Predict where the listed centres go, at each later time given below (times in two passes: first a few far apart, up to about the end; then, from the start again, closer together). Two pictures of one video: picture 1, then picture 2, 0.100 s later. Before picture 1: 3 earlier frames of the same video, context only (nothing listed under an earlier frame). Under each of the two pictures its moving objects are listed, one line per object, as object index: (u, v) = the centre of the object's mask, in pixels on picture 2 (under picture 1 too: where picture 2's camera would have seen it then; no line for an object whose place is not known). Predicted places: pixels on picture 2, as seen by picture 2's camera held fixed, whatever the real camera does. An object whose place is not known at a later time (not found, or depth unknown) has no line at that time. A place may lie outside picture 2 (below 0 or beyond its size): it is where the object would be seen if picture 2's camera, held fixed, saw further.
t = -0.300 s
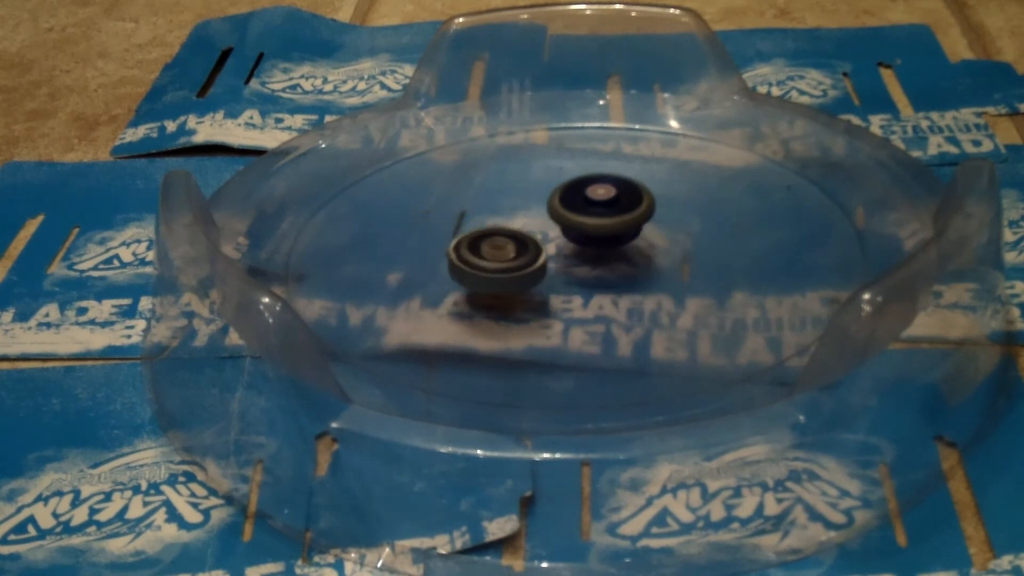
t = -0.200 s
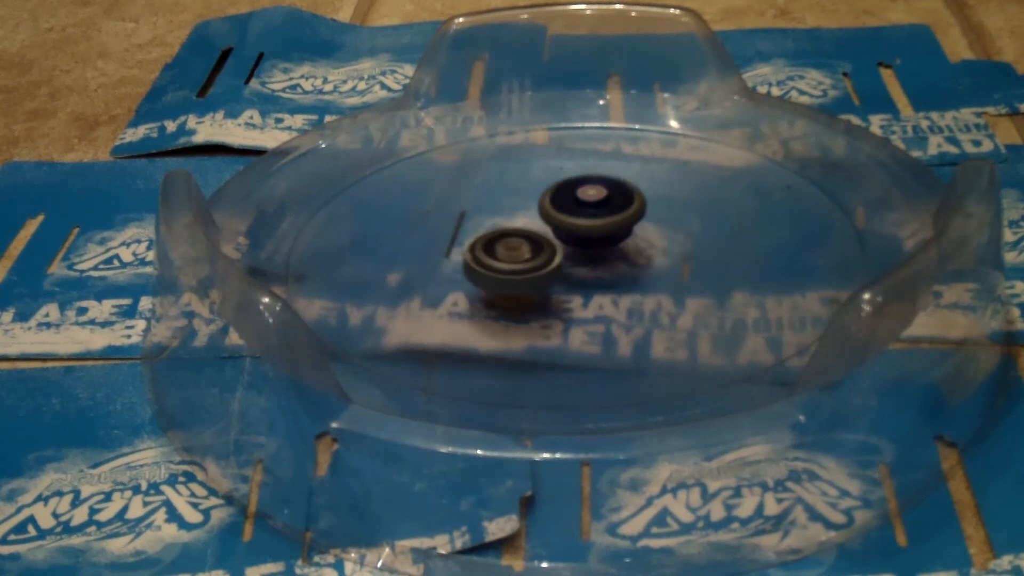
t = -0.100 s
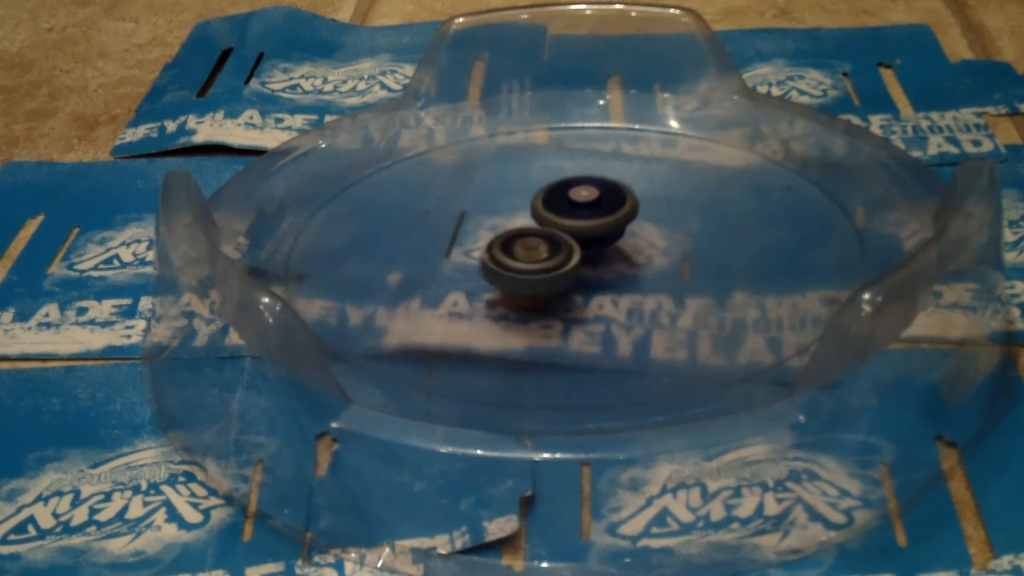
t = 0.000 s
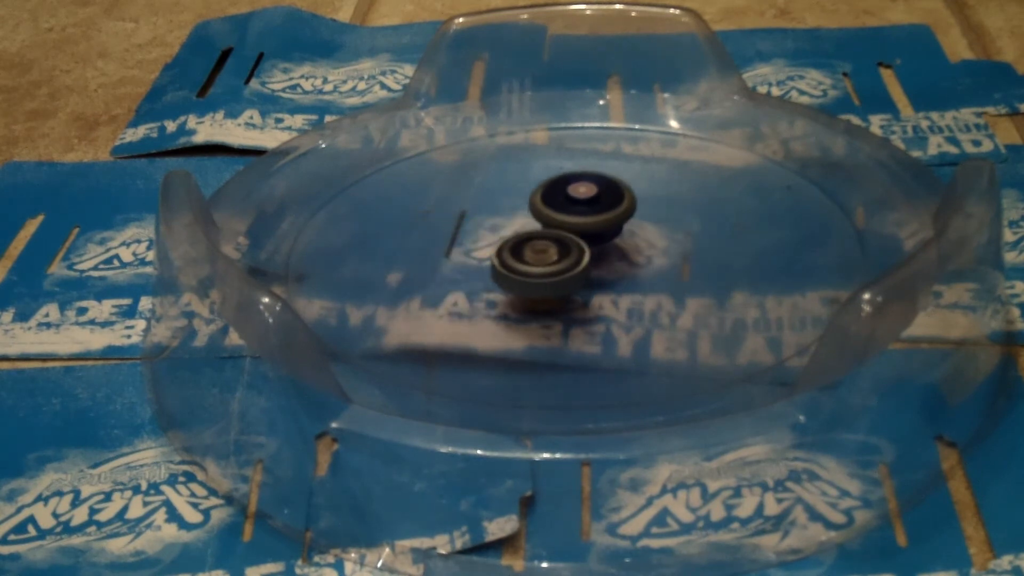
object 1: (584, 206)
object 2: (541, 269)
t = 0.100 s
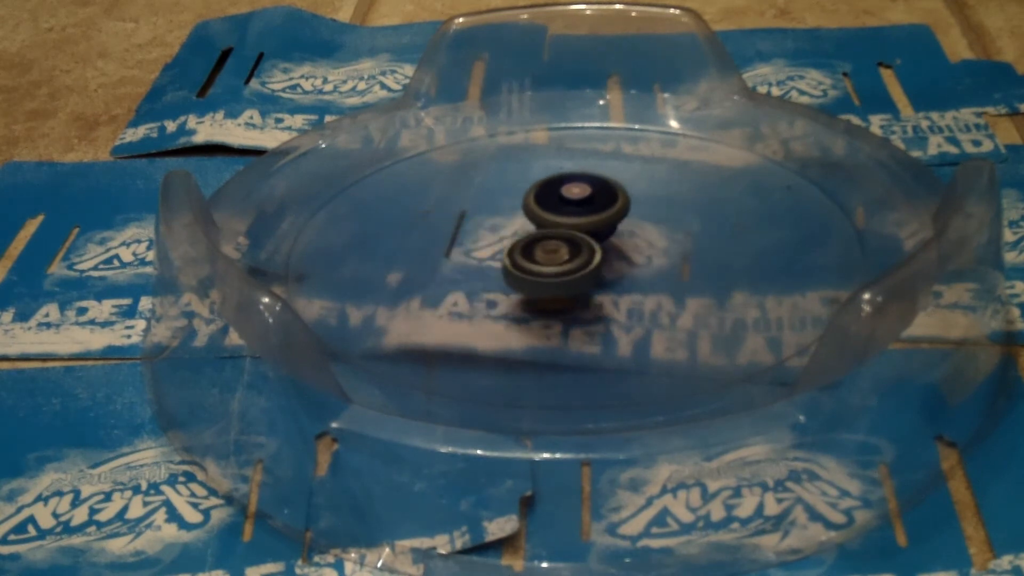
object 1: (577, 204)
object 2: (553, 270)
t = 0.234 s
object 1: (571, 198)
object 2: (564, 278)
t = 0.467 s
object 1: (556, 197)
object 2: (594, 283)
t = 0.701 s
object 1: (543, 205)
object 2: (598, 279)
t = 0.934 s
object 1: (536, 219)
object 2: (596, 275)
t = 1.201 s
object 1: (463, 146)
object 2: (693, 315)
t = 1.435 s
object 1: (441, 184)
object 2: (677, 303)
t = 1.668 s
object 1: (462, 217)
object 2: (644, 296)
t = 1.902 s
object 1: (490, 238)
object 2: (593, 279)
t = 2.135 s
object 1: (437, 213)
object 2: (644, 285)
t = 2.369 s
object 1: (464, 235)
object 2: (635, 266)
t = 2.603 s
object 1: (495, 250)
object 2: (615, 246)
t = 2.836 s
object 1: (462, 261)
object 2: (662, 214)
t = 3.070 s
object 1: (487, 272)
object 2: (651, 209)
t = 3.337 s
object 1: (517, 277)
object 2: (634, 221)
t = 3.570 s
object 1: (541, 276)
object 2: (619, 228)
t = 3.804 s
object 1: (549, 278)
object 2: (611, 228)
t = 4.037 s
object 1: (539, 298)
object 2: (609, 204)
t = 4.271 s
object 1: (563, 294)
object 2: (587, 206)
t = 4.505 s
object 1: (576, 281)
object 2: (568, 212)
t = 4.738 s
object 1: (571, 278)
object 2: (551, 208)
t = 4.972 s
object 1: (576, 269)
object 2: (536, 212)
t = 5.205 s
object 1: (603, 275)
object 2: (516, 203)
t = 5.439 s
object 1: (607, 261)
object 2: (516, 211)
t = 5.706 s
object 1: (637, 264)
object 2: (508, 212)
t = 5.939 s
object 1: (636, 251)
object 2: (515, 223)
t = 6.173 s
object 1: (658, 250)
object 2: (500, 227)
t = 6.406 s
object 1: (649, 244)
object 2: (503, 238)
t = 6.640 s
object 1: (662, 241)
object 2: (484, 248)
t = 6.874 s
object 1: (661, 234)
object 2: (469, 255)
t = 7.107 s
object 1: (625, 237)
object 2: (484, 258)
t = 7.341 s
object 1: (780, 200)
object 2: (328, 244)
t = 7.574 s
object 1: (796, 177)
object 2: (350, 257)
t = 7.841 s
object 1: (692, 192)
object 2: (438, 263)
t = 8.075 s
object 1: (631, 213)
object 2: (523, 259)
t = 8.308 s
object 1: (648, 198)
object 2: (499, 271)
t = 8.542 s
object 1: (594, 215)
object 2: (530, 273)
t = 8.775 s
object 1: (567, 216)
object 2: (539, 284)
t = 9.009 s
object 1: (542, 223)
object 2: (551, 285)
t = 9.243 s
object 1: (528, 223)
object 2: (564, 293)
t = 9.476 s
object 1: (525, 226)
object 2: (566, 287)
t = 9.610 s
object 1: (522, 214)
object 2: (576, 298)
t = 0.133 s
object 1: (575, 204)
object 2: (557, 269)
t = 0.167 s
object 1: (572, 204)
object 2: (560, 269)
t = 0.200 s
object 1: (571, 201)
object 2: (562, 273)
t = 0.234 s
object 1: (571, 198)
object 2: (564, 278)
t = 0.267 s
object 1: (569, 196)
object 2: (568, 281)
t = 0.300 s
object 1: (566, 196)
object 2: (574, 283)
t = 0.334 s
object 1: (564, 196)
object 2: (579, 284)
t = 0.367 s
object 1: (562, 196)
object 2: (584, 284)
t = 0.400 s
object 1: (560, 196)
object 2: (588, 284)
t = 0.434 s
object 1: (558, 197)
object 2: (591, 284)
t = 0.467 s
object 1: (556, 197)
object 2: (594, 283)
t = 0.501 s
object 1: (553, 198)
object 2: (595, 283)
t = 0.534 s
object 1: (552, 199)
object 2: (596, 282)
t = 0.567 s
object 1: (550, 200)
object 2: (596, 281)
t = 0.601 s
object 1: (548, 201)
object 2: (597, 281)
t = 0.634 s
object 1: (546, 202)
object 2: (597, 280)
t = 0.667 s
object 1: (544, 203)
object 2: (598, 280)
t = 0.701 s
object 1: (543, 205)
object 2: (598, 279)
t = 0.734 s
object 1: (542, 207)
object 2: (598, 279)
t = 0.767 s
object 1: (540, 208)
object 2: (599, 279)
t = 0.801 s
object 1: (539, 210)
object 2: (599, 278)
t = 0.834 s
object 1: (538, 213)
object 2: (598, 277)
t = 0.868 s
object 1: (538, 215)
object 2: (598, 277)
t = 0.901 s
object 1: (537, 217)
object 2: (597, 276)
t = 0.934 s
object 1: (536, 219)
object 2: (596, 275)
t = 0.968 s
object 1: (536, 220)
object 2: (594, 275)
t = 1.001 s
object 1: (536, 220)
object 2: (595, 273)
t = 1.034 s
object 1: (518, 203)
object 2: (619, 293)
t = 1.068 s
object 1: (499, 180)
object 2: (640, 304)
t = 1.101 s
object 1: (487, 162)
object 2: (658, 312)
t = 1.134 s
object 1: (477, 149)
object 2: (674, 315)
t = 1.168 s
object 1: (470, 145)
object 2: (685, 316)
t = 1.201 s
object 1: (463, 146)
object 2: (693, 315)
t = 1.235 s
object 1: (457, 149)
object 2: (698, 314)
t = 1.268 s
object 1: (451, 154)
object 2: (699, 312)
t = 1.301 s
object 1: (447, 159)
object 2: (696, 310)
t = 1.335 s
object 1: (443, 165)
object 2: (692, 309)
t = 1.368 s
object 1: (441, 171)
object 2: (687, 307)
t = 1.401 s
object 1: (440, 178)
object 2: (682, 306)
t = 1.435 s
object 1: (441, 184)
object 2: (677, 303)
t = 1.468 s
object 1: (443, 190)
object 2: (672, 301)
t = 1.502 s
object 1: (446, 196)
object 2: (668, 301)
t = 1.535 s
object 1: (449, 201)
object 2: (663, 298)
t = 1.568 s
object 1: (452, 205)
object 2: (658, 297)
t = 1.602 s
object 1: (456, 210)
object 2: (653, 295)
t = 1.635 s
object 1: (459, 213)
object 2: (649, 294)
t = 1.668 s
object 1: (462, 217)
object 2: (644, 296)
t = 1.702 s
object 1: (466, 220)
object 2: (639, 294)
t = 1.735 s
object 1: (469, 224)
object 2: (634, 292)
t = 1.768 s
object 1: (473, 227)
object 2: (627, 290)
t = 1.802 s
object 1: (476, 229)
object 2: (619, 286)
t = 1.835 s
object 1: (481, 231)
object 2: (610, 284)
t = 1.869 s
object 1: (486, 235)
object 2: (602, 281)
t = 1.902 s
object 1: (490, 238)
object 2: (593, 279)
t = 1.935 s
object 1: (492, 241)
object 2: (588, 278)
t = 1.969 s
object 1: (467, 230)
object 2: (612, 283)
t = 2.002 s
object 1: (450, 219)
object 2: (629, 286)
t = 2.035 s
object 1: (440, 210)
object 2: (641, 287)
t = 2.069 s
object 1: (436, 209)
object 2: (644, 287)
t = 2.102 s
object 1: (436, 210)
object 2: (645, 285)
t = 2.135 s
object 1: (437, 213)
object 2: (644, 285)
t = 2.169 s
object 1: (440, 217)
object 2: (644, 283)
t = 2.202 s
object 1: (443, 220)
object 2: (643, 281)
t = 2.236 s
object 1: (447, 223)
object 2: (642, 278)
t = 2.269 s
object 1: (451, 226)
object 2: (640, 276)
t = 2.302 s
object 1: (455, 230)
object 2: (639, 273)
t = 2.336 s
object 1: (460, 233)
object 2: (637, 270)
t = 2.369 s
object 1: (464, 235)
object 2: (635, 266)
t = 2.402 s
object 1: (469, 238)
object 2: (633, 264)
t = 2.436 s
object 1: (473, 240)
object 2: (630, 261)
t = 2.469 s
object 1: (477, 243)
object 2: (627, 258)
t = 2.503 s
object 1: (482, 244)
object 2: (625, 255)
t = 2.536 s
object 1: (486, 246)
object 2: (622, 251)
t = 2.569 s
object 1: (491, 248)
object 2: (618, 248)
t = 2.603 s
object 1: (495, 250)
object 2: (615, 246)
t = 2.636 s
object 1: (499, 251)
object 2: (612, 243)
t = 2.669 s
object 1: (503, 252)
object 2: (609, 241)
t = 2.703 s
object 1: (491, 256)
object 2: (623, 234)
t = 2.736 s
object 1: (472, 255)
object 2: (642, 229)
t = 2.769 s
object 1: (463, 257)
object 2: (654, 223)
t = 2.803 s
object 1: (460, 261)
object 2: (660, 219)
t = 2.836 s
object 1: (462, 261)
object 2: (662, 214)
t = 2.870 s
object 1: (465, 266)
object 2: (663, 209)
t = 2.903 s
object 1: (469, 267)
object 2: (662, 208)
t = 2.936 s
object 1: (473, 269)
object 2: (661, 206)
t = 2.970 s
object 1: (477, 268)
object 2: (659, 205)
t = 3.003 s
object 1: (481, 271)
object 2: (657, 206)
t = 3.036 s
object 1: (484, 271)
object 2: (655, 207)
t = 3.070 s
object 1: (487, 272)
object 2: (651, 209)
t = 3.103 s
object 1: (491, 273)
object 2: (649, 210)
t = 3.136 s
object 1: (495, 274)
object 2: (647, 213)
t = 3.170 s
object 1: (499, 274)
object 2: (645, 214)
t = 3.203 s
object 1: (502, 275)
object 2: (643, 216)
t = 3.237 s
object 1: (506, 276)
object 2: (641, 217)
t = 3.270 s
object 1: (509, 276)
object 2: (639, 219)
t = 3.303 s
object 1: (513, 277)
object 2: (636, 220)
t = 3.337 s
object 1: (517, 277)
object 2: (634, 221)
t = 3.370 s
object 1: (520, 277)
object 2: (632, 222)
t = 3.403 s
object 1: (524, 277)
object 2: (630, 223)
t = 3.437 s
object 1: (528, 277)
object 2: (628, 224)
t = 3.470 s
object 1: (531, 277)
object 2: (625, 225)
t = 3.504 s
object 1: (534, 276)
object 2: (623, 226)
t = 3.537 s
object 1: (538, 277)
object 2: (621, 228)
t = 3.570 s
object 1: (541, 276)
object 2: (619, 228)
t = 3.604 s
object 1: (544, 276)
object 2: (617, 232)
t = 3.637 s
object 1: (543, 277)
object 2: (616, 232)
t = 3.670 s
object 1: (544, 277)
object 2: (615, 230)
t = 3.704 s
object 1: (546, 277)
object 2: (614, 230)
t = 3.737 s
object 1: (545, 278)
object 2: (614, 229)
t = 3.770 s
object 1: (546, 278)
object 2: (613, 230)
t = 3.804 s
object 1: (549, 278)
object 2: (611, 228)
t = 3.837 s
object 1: (551, 278)
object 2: (609, 227)
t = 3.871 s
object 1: (552, 280)
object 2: (607, 227)
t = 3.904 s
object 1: (541, 289)
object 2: (613, 220)
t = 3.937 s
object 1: (533, 294)
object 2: (617, 214)
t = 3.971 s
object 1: (533, 297)
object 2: (617, 209)
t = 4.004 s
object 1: (535, 297)
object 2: (613, 205)
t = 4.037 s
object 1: (539, 298)
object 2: (609, 204)
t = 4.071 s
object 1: (542, 298)
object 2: (604, 205)
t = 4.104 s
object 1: (545, 298)
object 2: (601, 205)
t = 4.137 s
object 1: (549, 297)
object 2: (598, 207)
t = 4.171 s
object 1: (553, 297)
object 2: (595, 205)
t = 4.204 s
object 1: (556, 296)
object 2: (592, 205)
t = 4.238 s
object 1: (560, 295)
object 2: (590, 206)
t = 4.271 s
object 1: (563, 294)
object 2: (587, 206)
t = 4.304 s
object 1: (566, 292)
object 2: (584, 206)
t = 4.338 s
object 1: (569, 291)
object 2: (581, 207)
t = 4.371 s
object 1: (571, 290)
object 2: (578, 207)
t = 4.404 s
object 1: (573, 288)
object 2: (575, 208)
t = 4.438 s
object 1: (575, 285)
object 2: (573, 209)
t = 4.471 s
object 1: (576, 282)
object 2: (571, 210)
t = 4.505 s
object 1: (576, 281)
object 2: (568, 212)
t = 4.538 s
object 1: (576, 279)
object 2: (566, 213)
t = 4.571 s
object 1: (575, 277)
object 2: (564, 214)
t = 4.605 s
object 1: (574, 275)
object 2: (562, 214)
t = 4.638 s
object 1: (573, 273)
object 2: (559, 215)
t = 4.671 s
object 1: (572, 273)
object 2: (557, 215)
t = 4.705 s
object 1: (571, 276)
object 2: (553, 211)
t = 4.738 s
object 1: (571, 278)
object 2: (551, 208)
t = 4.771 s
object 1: (571, 278)
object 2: (548, 208)
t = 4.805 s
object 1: (572, 277)
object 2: (545, 208)
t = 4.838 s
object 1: (573, 276)
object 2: (543, 209)
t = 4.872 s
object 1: (574, 275)
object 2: (541, 209)
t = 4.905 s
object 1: (575, 273)
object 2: (540, 210)
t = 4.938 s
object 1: (576, 271)
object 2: (538, 211)
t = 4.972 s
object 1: (576, 269)
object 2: (536, 212)
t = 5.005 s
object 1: (577, 267)
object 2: (535, 212)
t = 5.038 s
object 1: (578, 266)
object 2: (533, 212)
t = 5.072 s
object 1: (584, 272)
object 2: (528, 210)
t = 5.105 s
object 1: (590, 276)
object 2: (524, 209)
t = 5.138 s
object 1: (595, 277)
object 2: (521, 201)
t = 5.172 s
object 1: (600, 277)
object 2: (518, 203)
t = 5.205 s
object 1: (603, 275)
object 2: (516, 203)
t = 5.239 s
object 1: (604, 274)
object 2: (515, 204)
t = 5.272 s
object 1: (605, 271)
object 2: (515, 205)
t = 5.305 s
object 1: (606, 269)
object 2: (514, 205)
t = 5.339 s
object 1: (607, 267)
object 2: (515, 207)
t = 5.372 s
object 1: (608, 265)
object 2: (515, 208)
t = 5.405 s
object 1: (607, 263)
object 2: (515, 209)
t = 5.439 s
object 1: (607, 261)
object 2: (516, 211)
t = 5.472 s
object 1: (606, 259)
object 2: (518, 214)
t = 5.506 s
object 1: (606, 258)
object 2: (519, 216)
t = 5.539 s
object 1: (605, 256)
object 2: (521, 218)
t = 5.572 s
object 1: (604, 255)
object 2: (522, 219)
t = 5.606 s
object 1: (607, 256)
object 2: (522, 220)
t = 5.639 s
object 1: (622, 261)
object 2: (513, 214)
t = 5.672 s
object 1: (632, 264)
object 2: (509, 212)
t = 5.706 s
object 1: (637, 264)
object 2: (508, 212)
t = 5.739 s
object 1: (641, 263)
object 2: (507, 213)
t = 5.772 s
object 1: (643, 261)
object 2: (508, 215)
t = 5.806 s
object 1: (643, 258)
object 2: (508, 217)
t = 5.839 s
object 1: (642, 256)
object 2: (509, 218)
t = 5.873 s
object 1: (641, 254)
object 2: (511, 220)
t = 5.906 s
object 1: (639, 252)
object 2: (513, 222)
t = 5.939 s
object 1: (636, 251)
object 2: (515, 223)
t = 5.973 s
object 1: (634, 249)
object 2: (518, 225)
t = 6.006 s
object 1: (631, 248)
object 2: (521, 227)
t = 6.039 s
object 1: (628, 248)
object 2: (524, 230)
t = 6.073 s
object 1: (626, 247)
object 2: (526, 231)
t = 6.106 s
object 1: (640, 249)
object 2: (516, 230)
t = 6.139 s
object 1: (652, 250)
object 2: (505, 227)
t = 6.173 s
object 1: (658, 250)
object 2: (500, 227)
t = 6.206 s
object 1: (661, 249)
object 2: (498, 228)
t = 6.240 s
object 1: (662, 248)
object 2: (497, 230)
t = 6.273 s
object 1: (661, 247)
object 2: (497, 231)
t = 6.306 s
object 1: (658, 246)
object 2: (498, 233)
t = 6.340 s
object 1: (656, 245)
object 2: (499, 234)
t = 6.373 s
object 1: (653, 245)
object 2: (501, 236)
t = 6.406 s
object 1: (649, 244)
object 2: (503, 238)
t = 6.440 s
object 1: (645, 244)
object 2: (505, 240)
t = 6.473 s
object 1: (641, 244)
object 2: (508, 242)
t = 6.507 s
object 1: (637, 243)
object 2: (512, 244)
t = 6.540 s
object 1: (632, 243)
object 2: (515, 246)
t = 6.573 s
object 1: (628, 243)
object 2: (518, 247)
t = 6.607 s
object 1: (644, 242)
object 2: (502, 248)
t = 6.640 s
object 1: (662, 241)
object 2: (484, 248)
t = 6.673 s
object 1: (671, 240)
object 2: (475, 248)
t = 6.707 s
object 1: (675, 238)
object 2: (470, 249)
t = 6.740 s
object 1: (675, 236)
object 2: (468, 251)
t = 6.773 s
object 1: (673, 236)
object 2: (468, 252)
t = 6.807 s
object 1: (669, 235)
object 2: (468, 253)
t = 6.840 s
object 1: (666, 234)
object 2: (469, 254)
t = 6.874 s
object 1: (661, 234)
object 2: (469, 255)
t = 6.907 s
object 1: (657, 234)
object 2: (471, 256)
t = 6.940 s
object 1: (652, 234)
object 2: (473, 256)
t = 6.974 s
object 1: (647, 235)
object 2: (475, 256)
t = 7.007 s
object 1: (642, 235)
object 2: (477, 257)
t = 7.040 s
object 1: (636, 235)
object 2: (479, 257)
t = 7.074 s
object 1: (631, 236)
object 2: (482, 258)
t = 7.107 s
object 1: (625, 237)
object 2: (484, 258)
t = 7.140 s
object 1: (619, 237)
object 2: (488, 258)
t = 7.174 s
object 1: (612, 239)
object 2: (491, 258)
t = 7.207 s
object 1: (606, 241)
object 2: (495, 258)
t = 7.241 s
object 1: (623, 234)
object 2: (474, 258)
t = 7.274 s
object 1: (693, 224)
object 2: (407, 253)
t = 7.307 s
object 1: (741, 211)
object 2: (360, 246)
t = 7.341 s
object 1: (780, 200)
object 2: (328, 244)
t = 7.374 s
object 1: (805, 192)
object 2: (306, 244)
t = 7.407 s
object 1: (818, 186)
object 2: (299, 245)
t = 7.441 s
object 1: (821, 183)
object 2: (303, 249)
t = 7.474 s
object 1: (818, 181)
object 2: (313, 254)
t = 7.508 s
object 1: (812, 179)
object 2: (325, 255)
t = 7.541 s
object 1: (805, 178)
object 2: (336, 257)
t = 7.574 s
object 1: (796, 177)
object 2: (350, 257)
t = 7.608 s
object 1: (786, 177)
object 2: (363, 258)
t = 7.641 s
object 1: (774, 177)
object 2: (377, 259)
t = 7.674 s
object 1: (761, 179)
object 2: (391, 260)
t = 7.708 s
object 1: (747, 181)
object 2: (402, 261)
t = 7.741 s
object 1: (734, 183)
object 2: (411, 262)
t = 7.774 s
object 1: (719, 186)
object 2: (418, 263)
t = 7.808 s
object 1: (706, 188)
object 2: (427, 262)
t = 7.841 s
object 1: (692, 192)
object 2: (438, 263)
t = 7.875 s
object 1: (679, 196)
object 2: (452, 263)
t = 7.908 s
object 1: (666, 200)
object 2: (467, 265)
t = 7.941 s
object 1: (655, 204)
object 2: (481, 263)
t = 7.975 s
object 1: (643, 208)
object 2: (496, 262)
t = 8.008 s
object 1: (633, 212)
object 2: (512, 259)
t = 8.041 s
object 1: (623, 216)
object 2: (526, 257)
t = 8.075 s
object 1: (631, 213)
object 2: (523, 259)
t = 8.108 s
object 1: (651, 204)
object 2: (506, 263)
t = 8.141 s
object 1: (664, 198)
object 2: (494, 267)
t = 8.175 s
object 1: (670, 195)
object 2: (491, 268)
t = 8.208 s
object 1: (669, 194)
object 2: (491, 269)
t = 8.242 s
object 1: (663, 195)
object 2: (494, 269)
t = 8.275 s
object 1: (656, 196)
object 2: (496, 269)
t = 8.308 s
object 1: (648, 198)
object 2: (499, 271)
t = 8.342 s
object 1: (639, 200)
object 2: (503, 270)
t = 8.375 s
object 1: (630, 203)
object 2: (507, 271)
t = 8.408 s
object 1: (622, 206)
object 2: (511, 273)
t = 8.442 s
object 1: (614, 208)
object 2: (515, 274)
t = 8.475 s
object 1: (606, 211)
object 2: (520, 275)
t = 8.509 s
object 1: (599, 213)
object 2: (526, 273)
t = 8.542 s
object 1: (594, 215)
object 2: (530, 273)
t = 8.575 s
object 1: (589, 216)
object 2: (532, 273)
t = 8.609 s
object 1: (584, 217)
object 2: (534, 274)
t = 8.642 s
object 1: (583, 216)
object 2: (531, 277)
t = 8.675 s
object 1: (580, 215)
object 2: (530, 281)
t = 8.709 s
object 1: (576, 215)
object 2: (532, 282)
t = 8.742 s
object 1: (572, 215)
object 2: (536, 283)
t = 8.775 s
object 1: (567, 216)
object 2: (539, 284)
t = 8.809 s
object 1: (563, 217)
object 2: (541, 285)
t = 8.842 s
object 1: (559, 218)
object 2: (544, 285)
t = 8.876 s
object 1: (554, 219)
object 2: (546, 286)
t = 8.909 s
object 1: (551, 220)
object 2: (547, 286)
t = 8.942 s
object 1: (548, 221)
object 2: (549, 285)
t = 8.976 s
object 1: (545, 222)
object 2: (550, 285)
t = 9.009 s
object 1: (542, 223)
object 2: (551, 285)
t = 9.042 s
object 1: (540, 224)
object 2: (552, 285)
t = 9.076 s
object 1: (538, 223)
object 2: (554, 289)
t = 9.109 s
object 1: (536, 222)
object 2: (557, 292)
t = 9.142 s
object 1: (534, 222)
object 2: (559, 292)
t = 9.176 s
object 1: (531, 222)
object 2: (561, 292)
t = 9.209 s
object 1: (530, 223)
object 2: (563, 293)
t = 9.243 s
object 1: (528, 223)
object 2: (564, 293)
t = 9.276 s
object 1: (527, 224)
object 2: (565, 293)
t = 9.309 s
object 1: (527, 224)
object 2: (565, 292)
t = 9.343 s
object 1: (526, 225)
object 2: (566, 292)
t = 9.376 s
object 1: (526, 225)
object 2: (566, 291)
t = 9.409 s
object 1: (525, 225)
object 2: (566, 291)
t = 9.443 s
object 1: (525, 226)
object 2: (566, 289)
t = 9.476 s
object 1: (525, 226)
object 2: (566, 287)
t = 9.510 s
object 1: (525, 226)
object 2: (566, 287)
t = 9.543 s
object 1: (526, 226)
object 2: (566, 284)
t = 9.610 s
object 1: (522, 214)
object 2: (576, 298)
